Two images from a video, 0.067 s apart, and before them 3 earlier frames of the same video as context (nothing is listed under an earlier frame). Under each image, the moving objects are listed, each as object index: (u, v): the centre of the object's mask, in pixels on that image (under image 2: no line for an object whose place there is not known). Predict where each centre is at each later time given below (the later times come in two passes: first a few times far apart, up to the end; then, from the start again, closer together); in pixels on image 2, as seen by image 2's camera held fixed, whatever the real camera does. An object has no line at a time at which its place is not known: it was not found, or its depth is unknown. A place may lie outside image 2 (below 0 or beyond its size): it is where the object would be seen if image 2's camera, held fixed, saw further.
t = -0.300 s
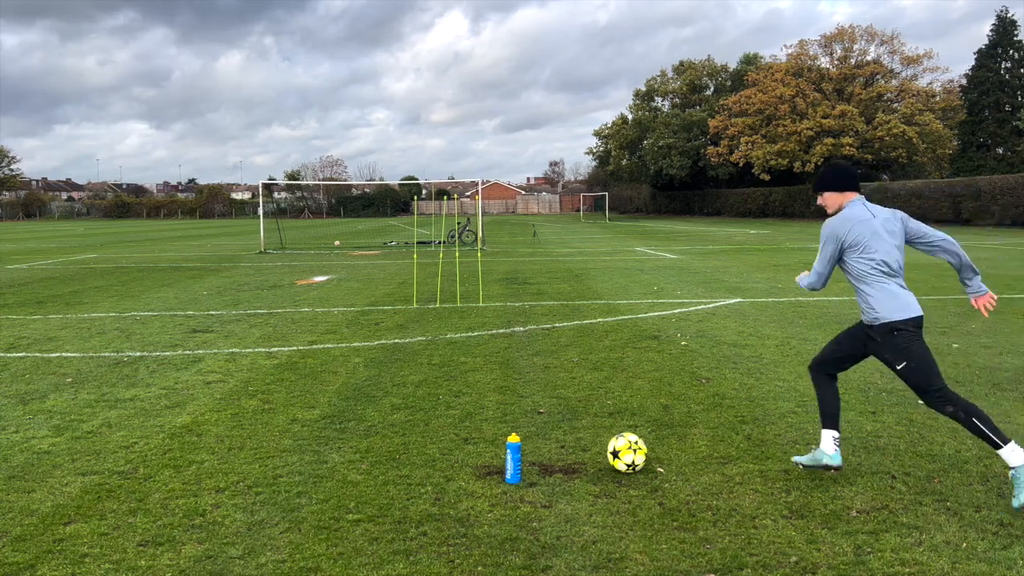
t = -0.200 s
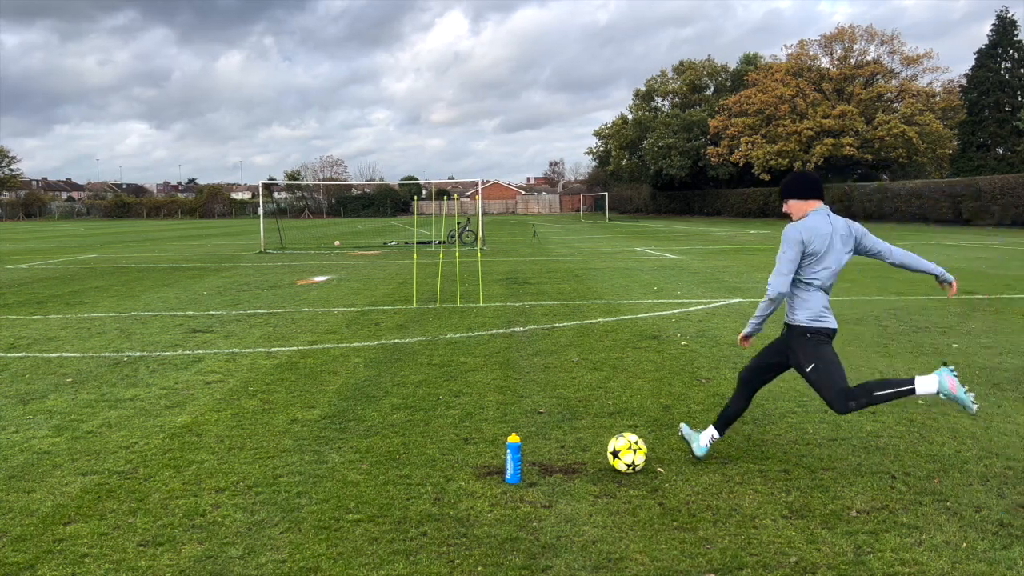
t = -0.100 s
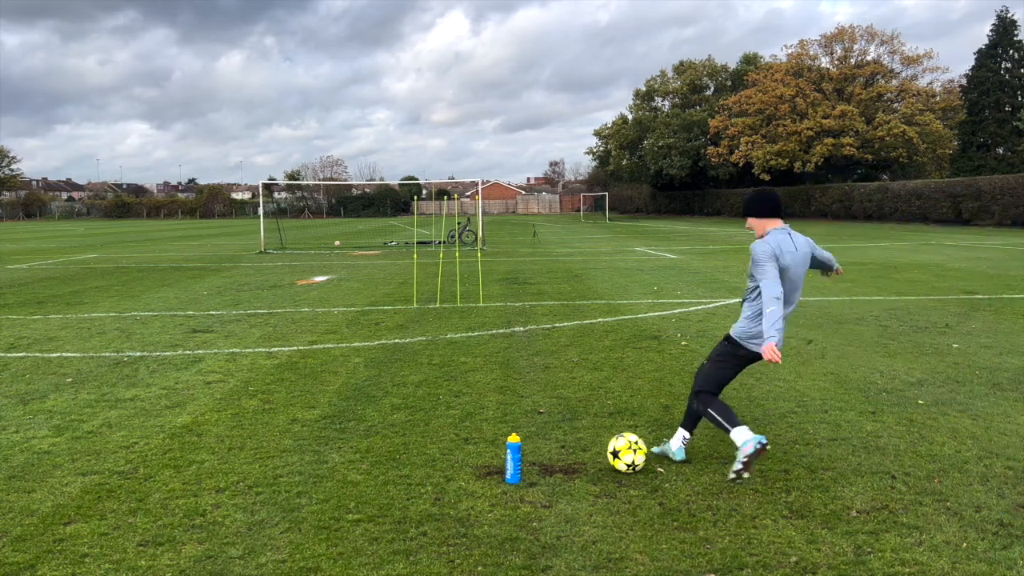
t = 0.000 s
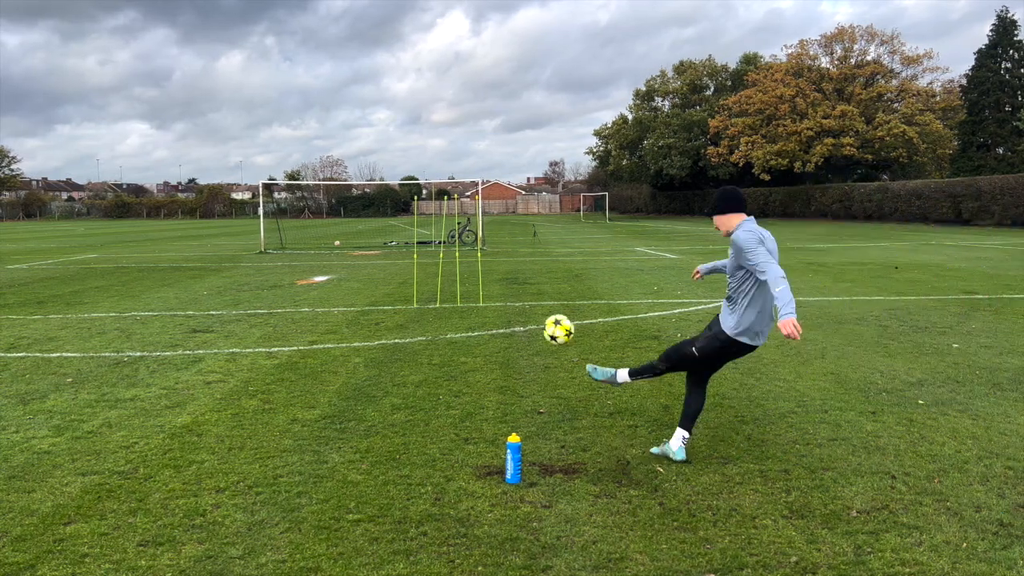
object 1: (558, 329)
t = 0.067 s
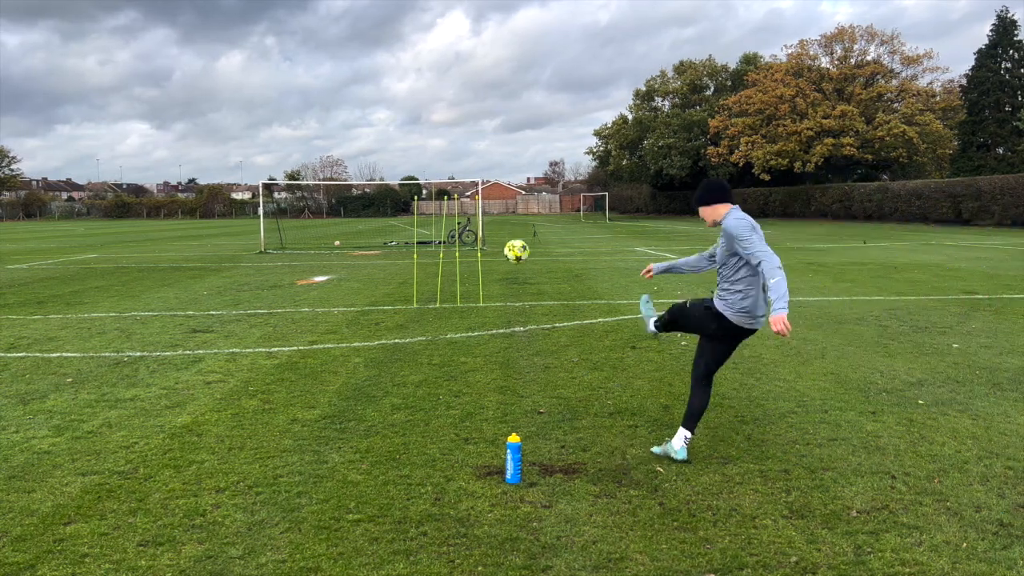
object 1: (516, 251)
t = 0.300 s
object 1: (459, 140)
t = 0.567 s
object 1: (450, 120)
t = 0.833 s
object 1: (458, 135)
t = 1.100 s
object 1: (470, 167)
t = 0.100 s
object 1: (501, 224)
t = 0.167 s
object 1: (481, 183)
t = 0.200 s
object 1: (473, 169)
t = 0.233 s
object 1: (467, 157)
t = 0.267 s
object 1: (463, 148)
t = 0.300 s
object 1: (459, 140)
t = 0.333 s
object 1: (456, 133)
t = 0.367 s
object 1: (454, 129)
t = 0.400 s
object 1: (452, 125)
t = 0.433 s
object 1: (450, 123)
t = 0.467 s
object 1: (450, 121)
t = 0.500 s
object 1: (450, 120)
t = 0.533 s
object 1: (449, 119)
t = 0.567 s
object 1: (450, 120)
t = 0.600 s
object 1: (450, 120)
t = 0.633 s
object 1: (451, 121)
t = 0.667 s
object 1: (452, 123)
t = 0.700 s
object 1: (452, 125)
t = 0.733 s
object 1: (454, 127)
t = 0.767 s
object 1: (455, 129)
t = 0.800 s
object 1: (456, 132)
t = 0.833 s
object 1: (458, 135)
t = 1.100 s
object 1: (470, 167)
